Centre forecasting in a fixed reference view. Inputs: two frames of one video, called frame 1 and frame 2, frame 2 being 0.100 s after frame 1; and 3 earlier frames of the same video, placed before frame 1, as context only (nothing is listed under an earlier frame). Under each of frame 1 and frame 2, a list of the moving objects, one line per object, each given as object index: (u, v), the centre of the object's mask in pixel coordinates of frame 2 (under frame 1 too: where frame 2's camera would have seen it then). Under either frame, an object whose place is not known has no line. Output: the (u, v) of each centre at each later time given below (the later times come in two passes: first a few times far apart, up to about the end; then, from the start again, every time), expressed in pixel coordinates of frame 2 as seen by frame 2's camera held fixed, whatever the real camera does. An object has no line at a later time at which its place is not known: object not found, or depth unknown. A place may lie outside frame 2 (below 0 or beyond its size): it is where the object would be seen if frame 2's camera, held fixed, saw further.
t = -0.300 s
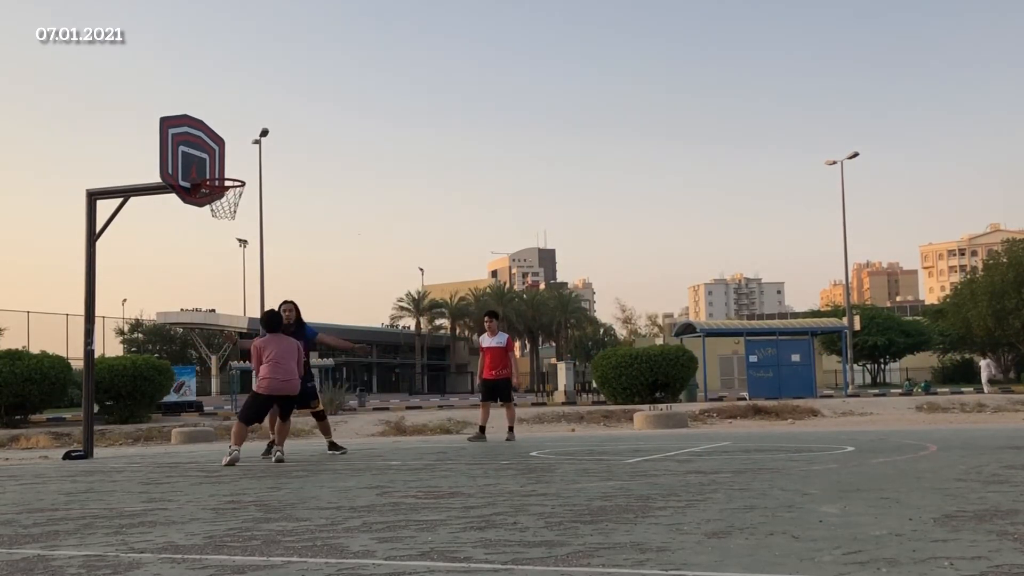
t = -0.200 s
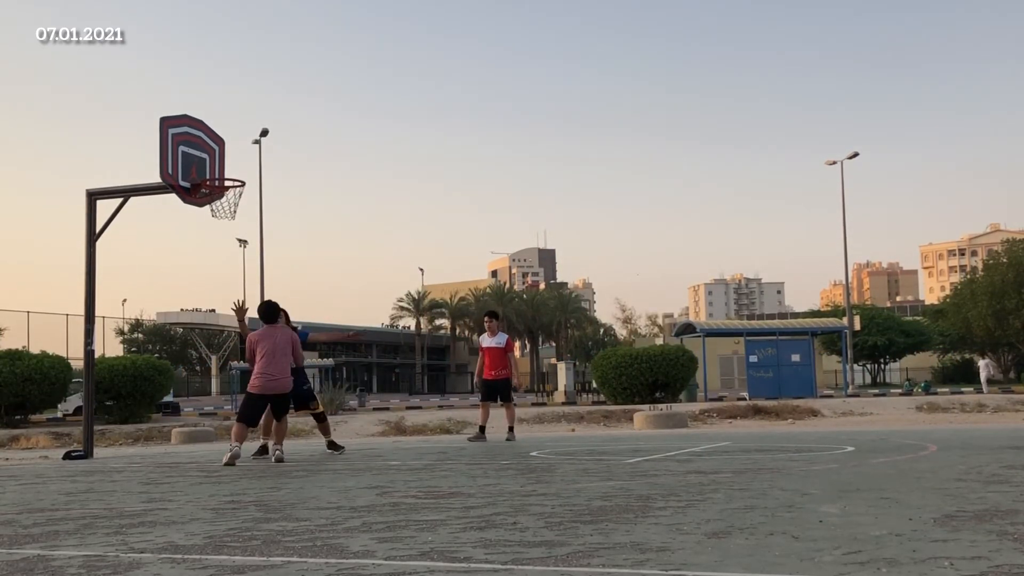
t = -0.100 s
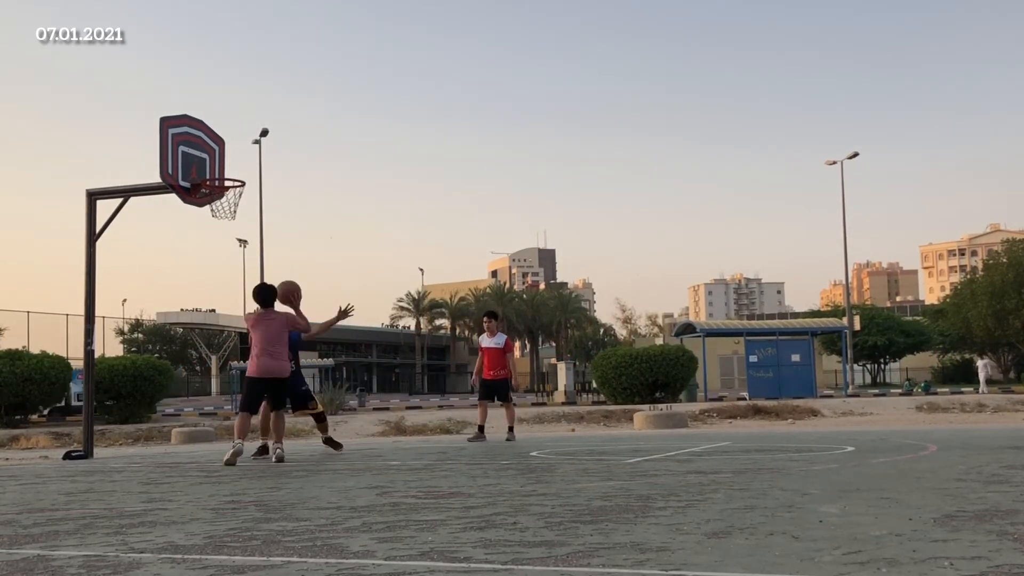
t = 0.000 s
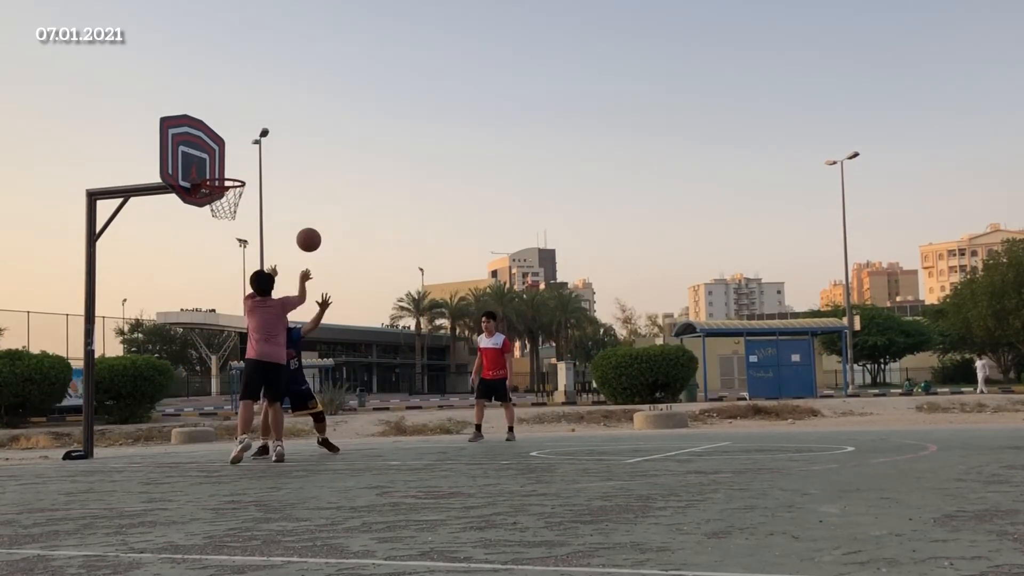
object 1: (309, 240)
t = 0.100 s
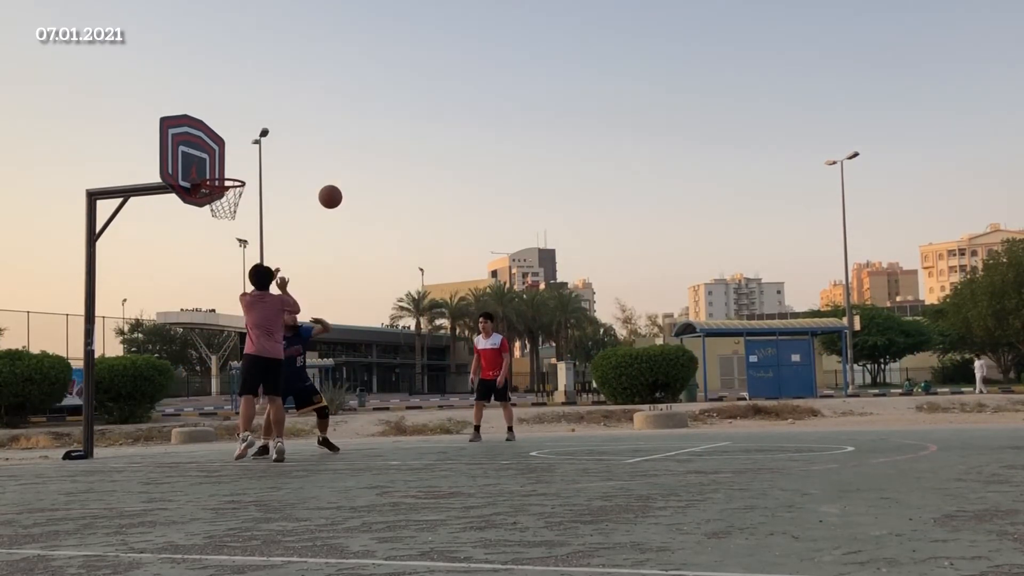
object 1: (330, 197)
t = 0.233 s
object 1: (356, 159)
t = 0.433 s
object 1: (392, 137)
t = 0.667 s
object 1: (428, 155)
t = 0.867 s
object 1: (456, 200)
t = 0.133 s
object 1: (337, 185)
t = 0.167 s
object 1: (344, 175)
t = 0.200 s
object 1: (350, 166)
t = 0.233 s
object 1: (356, 159)
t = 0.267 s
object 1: (363, 152)
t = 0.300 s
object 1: (369, 147)
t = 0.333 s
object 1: (375, 143)
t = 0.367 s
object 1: (381, 140)
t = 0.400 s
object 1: (386, 138)
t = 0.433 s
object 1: (392, 137)
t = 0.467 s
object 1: (397, 137)
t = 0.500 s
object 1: (403, 138)
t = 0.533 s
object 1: (408, 139)
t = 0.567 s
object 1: (413, 142)
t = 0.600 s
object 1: (418, 145)
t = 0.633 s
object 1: (423, 149)
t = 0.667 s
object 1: (428, 155)
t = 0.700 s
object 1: (433, 160)
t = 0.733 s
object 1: (438, 167)
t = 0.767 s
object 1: (443, 174)
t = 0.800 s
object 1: (447, 182)
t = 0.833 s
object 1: (452, 191)
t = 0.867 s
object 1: (456, 200)
